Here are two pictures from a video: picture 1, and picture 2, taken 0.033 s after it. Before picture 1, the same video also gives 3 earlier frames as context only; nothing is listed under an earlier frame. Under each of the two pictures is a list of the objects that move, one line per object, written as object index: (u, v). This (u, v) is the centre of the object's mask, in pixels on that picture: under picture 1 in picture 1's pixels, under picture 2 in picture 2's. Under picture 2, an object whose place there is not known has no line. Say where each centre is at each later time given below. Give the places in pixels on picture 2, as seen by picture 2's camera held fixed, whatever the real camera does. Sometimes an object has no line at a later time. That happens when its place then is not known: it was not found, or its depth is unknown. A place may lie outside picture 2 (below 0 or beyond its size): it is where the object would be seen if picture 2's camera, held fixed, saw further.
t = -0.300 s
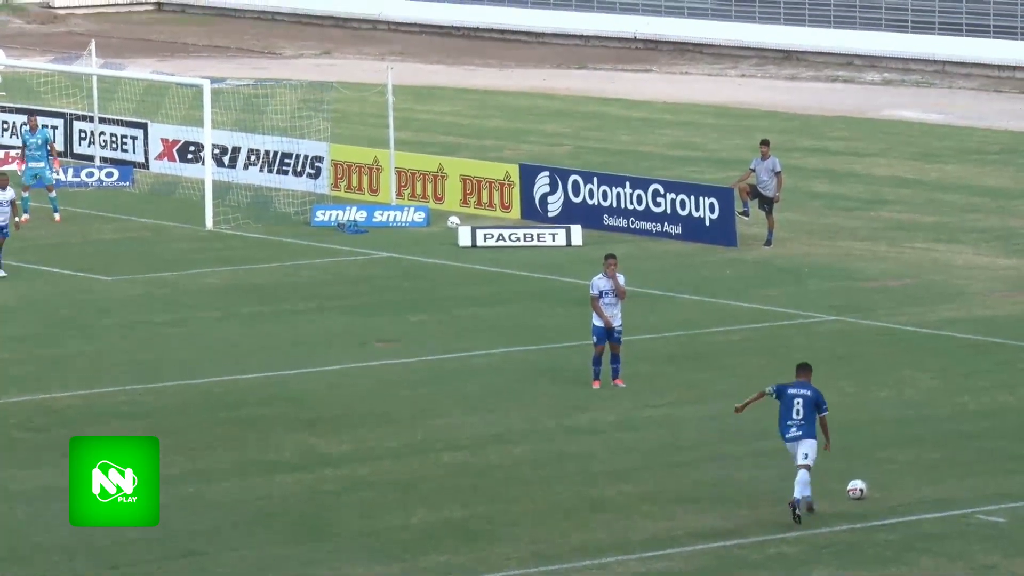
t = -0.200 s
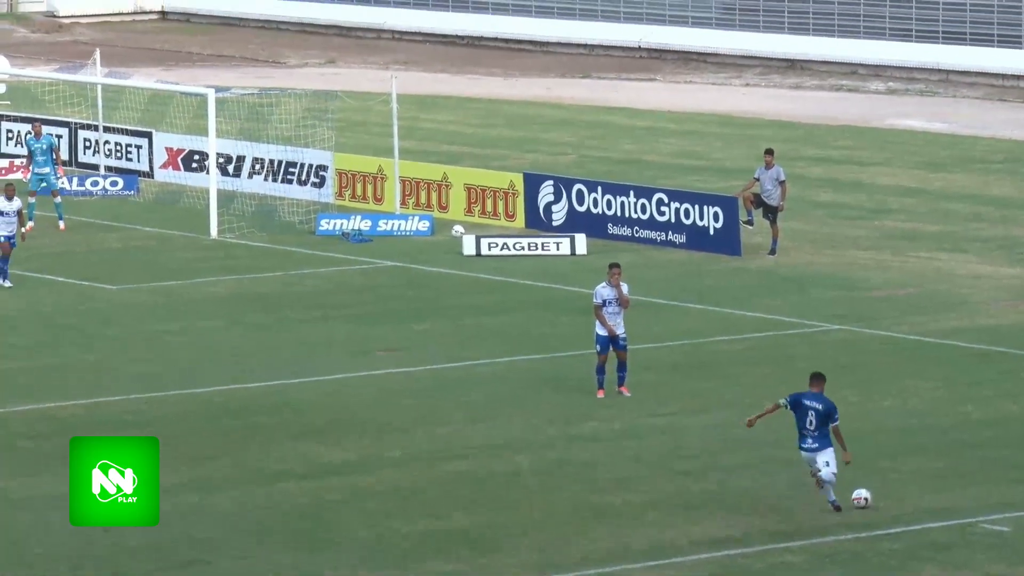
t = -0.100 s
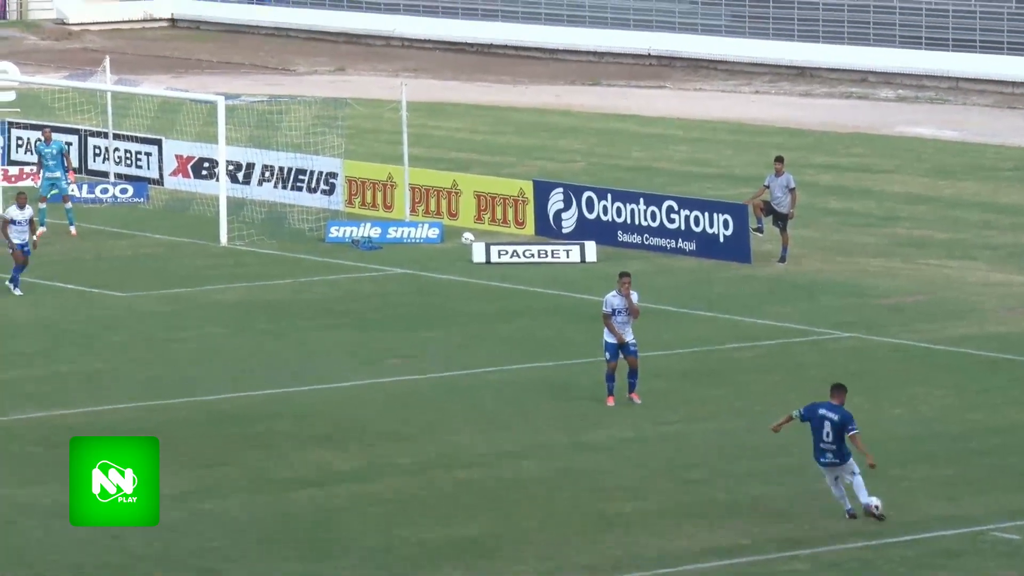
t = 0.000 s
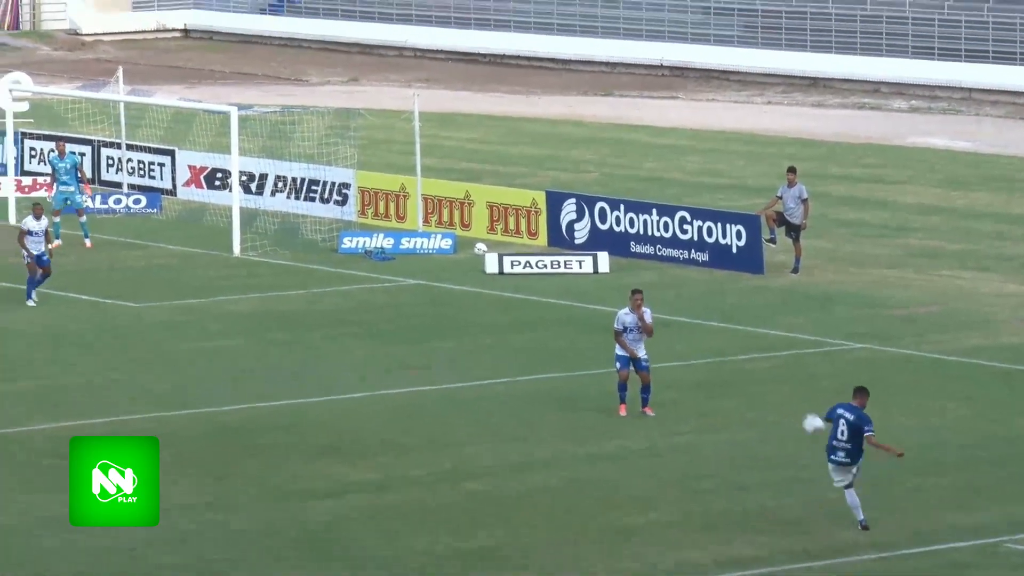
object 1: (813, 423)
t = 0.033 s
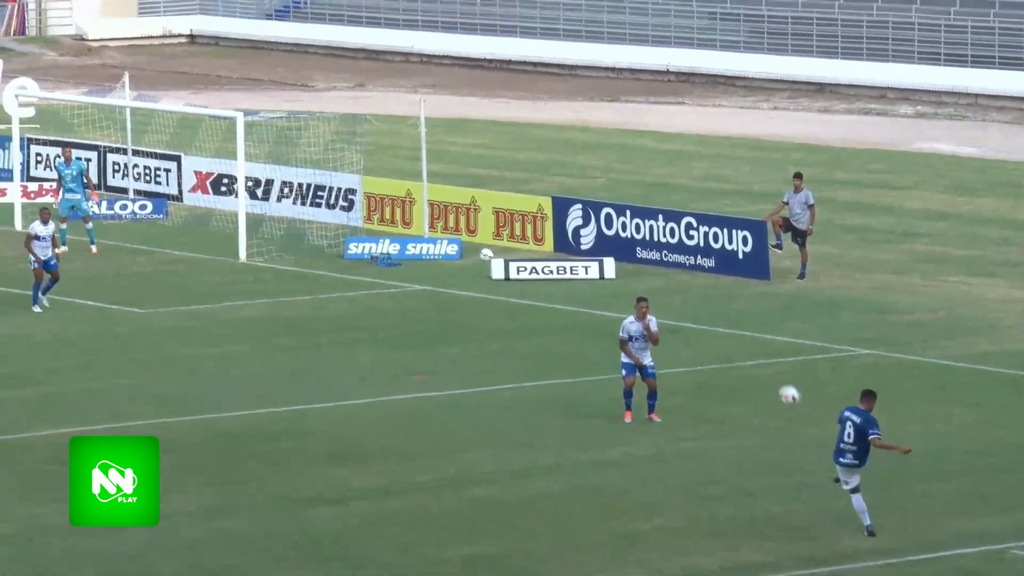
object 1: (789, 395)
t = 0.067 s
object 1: (759, 361)
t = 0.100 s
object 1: (728, 331)
